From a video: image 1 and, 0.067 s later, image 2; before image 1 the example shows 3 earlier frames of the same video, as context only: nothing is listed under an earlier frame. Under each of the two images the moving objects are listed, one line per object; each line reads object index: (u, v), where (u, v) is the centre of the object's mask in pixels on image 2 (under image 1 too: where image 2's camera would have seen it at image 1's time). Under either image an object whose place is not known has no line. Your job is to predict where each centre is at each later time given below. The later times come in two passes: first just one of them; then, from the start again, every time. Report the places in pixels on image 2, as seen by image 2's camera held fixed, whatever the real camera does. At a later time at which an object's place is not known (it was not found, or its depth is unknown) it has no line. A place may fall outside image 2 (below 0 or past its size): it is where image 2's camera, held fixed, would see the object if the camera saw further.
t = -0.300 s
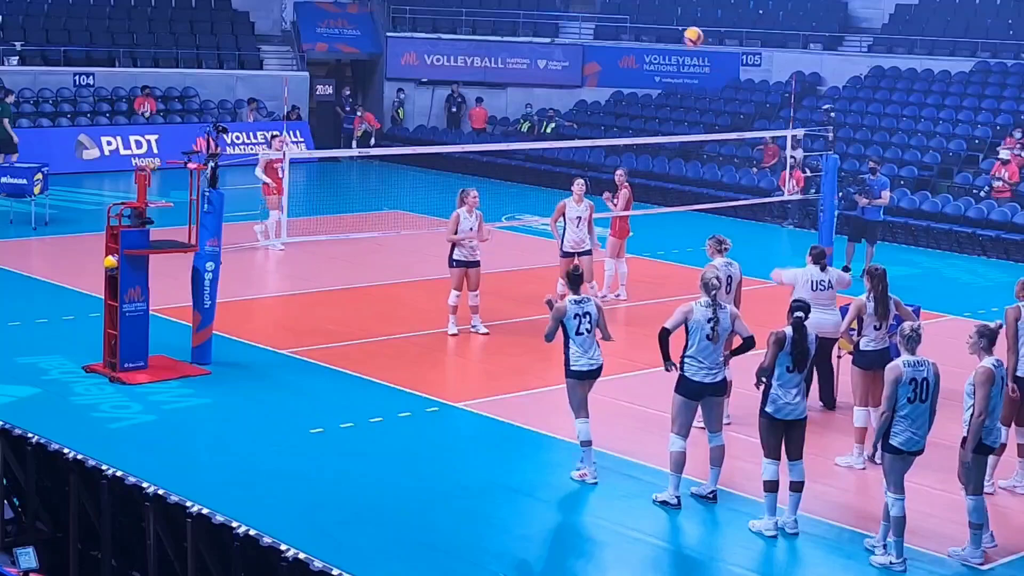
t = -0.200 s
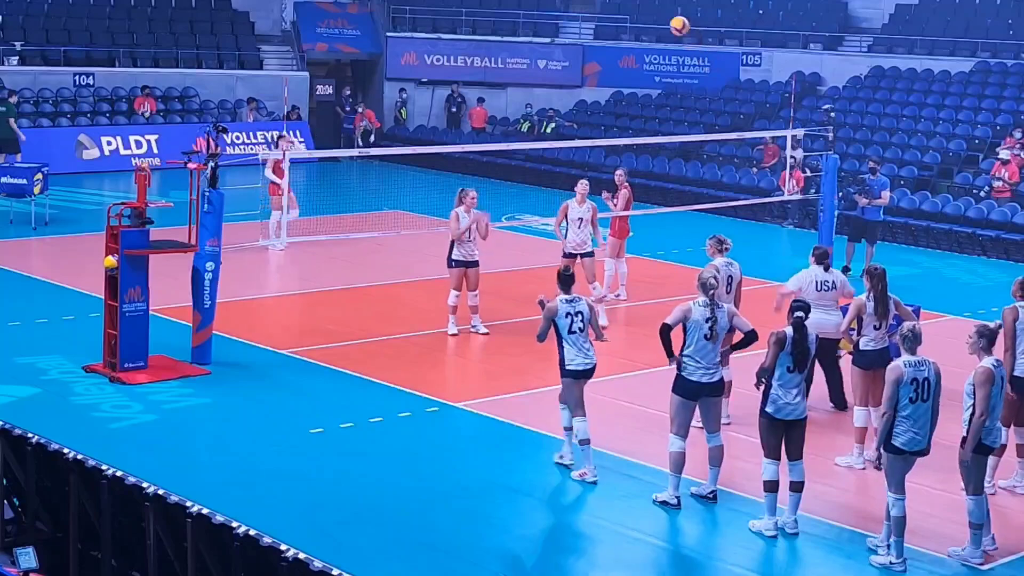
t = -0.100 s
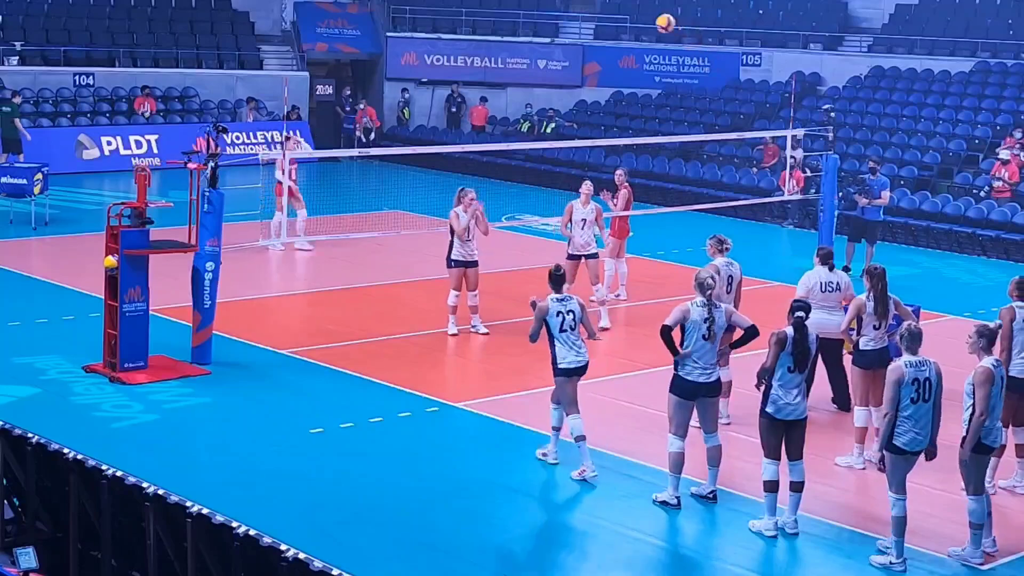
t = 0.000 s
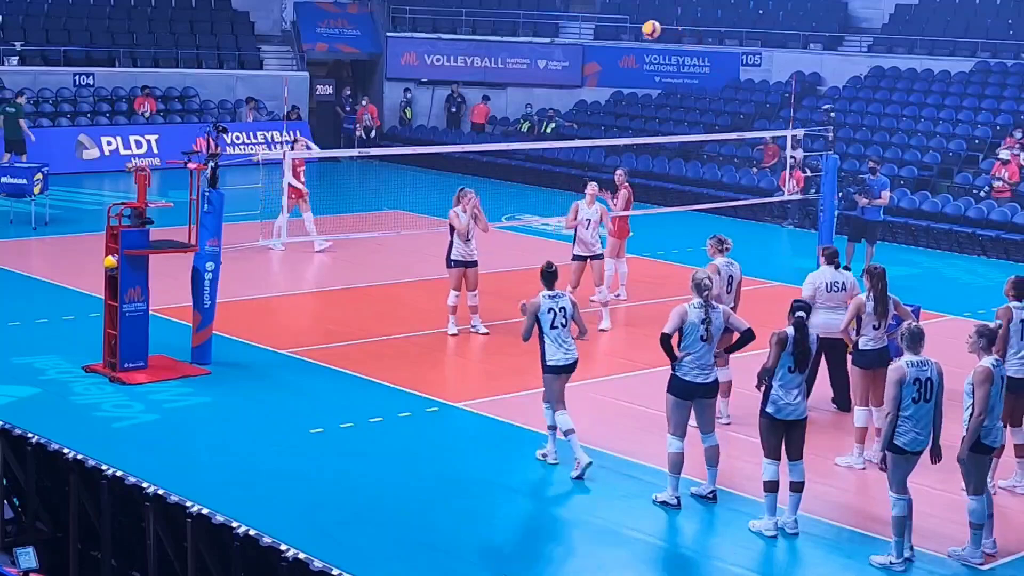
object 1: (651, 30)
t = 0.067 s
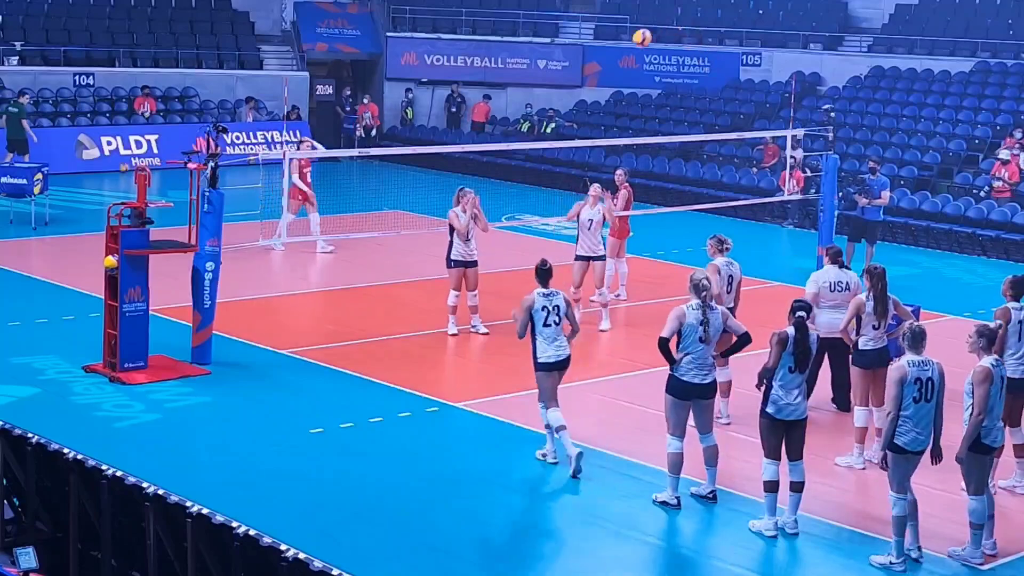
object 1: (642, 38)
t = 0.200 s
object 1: (624, 66)
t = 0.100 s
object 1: (637, 44)
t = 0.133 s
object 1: (633, 50)
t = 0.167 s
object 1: (628, 58)
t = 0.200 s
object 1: (624, 66)
